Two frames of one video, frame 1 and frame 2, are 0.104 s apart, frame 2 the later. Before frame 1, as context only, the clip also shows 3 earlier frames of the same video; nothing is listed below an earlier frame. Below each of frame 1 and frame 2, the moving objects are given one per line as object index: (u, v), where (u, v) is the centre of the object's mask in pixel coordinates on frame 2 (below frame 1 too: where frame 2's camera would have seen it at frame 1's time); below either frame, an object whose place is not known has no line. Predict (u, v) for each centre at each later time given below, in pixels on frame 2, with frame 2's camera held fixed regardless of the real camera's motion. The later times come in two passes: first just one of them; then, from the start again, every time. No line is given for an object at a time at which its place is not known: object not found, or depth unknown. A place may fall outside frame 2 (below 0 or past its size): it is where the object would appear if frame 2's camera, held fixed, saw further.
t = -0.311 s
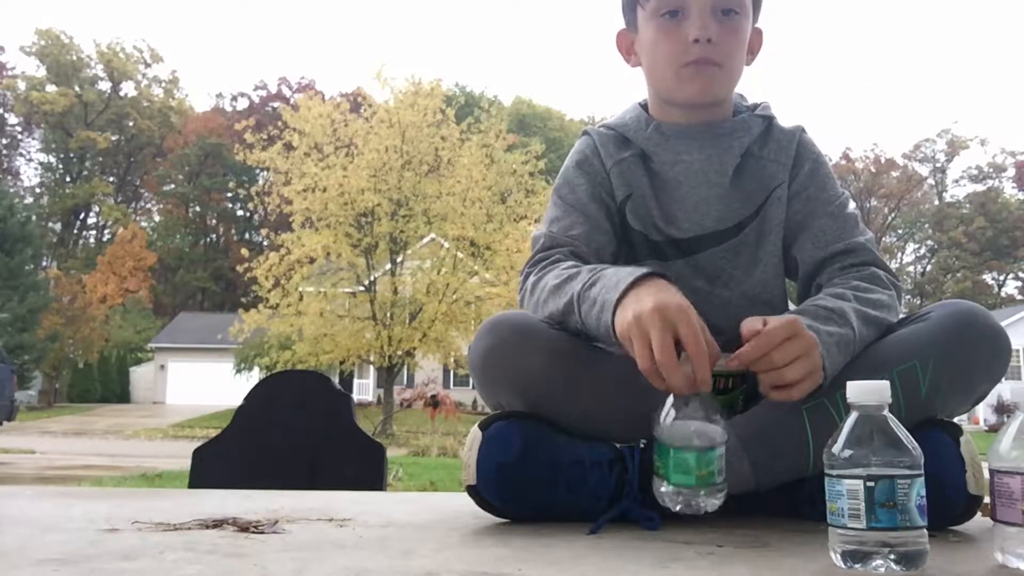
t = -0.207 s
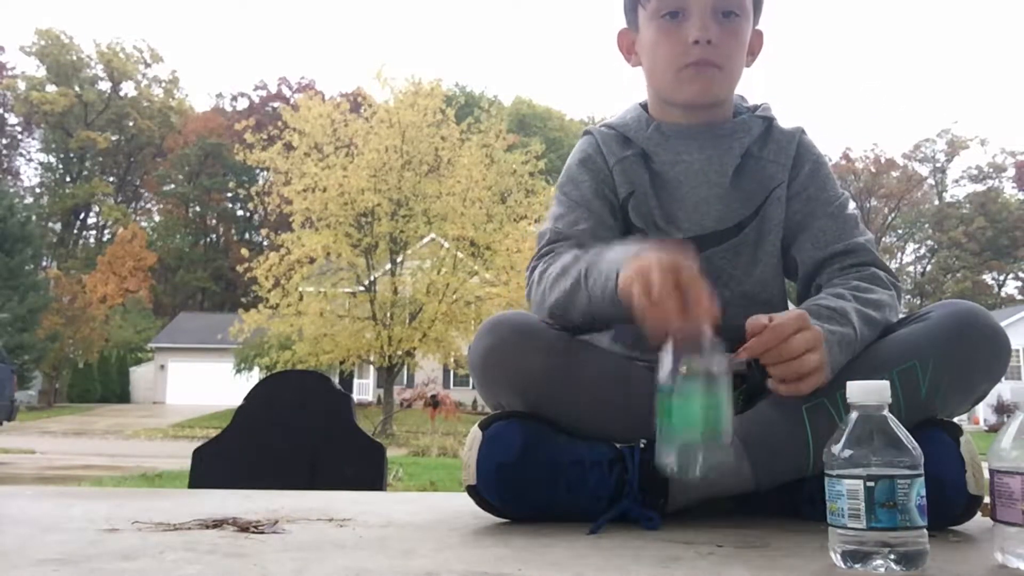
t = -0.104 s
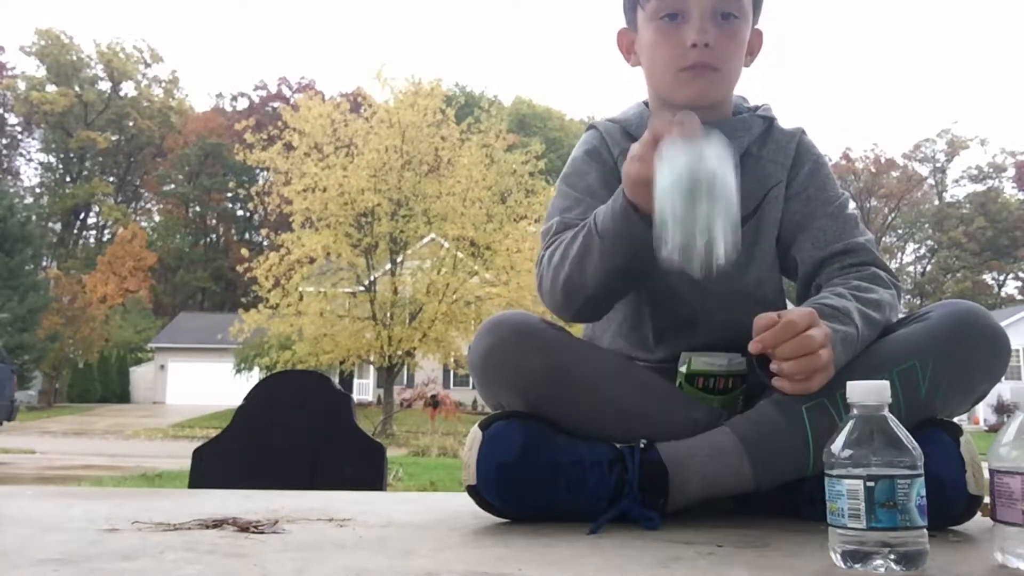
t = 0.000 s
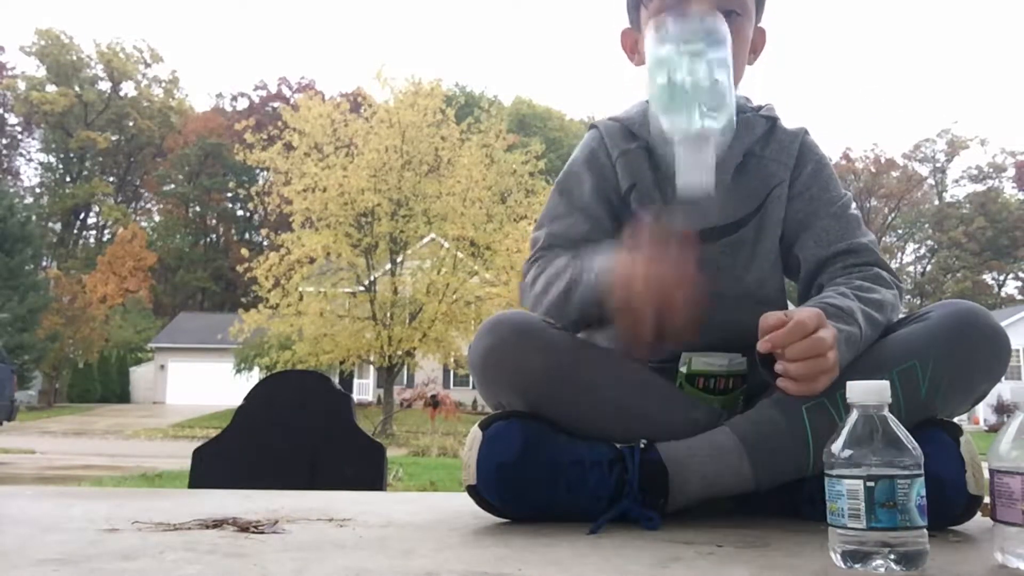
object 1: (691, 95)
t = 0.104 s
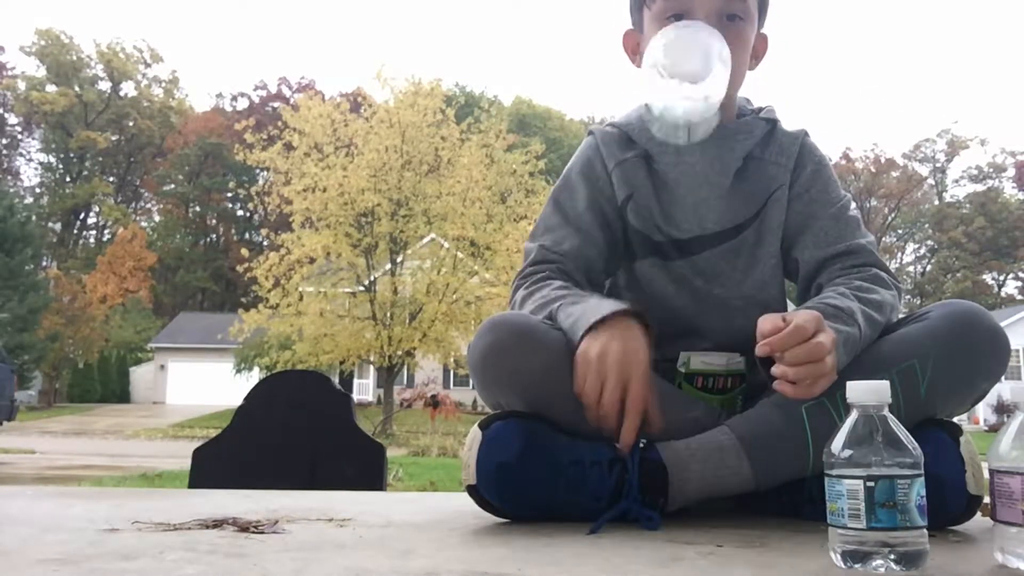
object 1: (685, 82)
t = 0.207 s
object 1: (682, 217)
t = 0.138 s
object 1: (684, 113)
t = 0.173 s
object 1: (683, 157)
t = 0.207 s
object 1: (682, 217)
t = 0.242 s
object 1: (681, 293)
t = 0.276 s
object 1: (681, 398)
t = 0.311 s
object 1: (679, 481)
